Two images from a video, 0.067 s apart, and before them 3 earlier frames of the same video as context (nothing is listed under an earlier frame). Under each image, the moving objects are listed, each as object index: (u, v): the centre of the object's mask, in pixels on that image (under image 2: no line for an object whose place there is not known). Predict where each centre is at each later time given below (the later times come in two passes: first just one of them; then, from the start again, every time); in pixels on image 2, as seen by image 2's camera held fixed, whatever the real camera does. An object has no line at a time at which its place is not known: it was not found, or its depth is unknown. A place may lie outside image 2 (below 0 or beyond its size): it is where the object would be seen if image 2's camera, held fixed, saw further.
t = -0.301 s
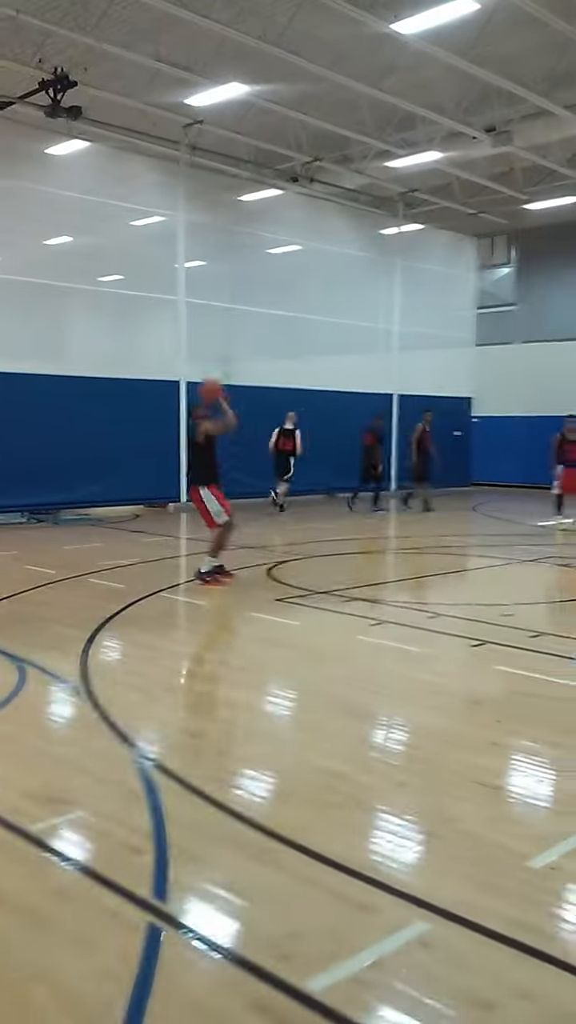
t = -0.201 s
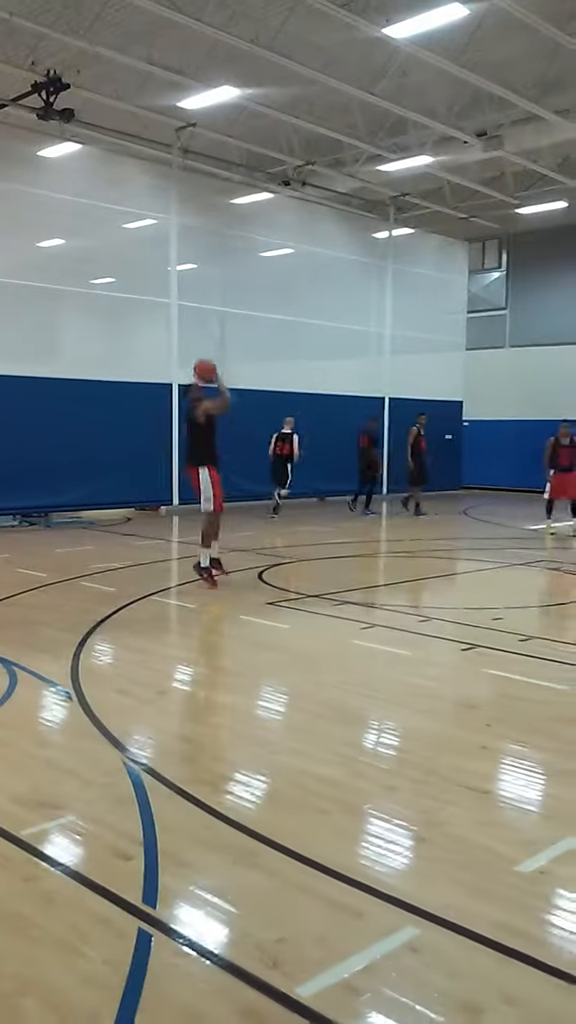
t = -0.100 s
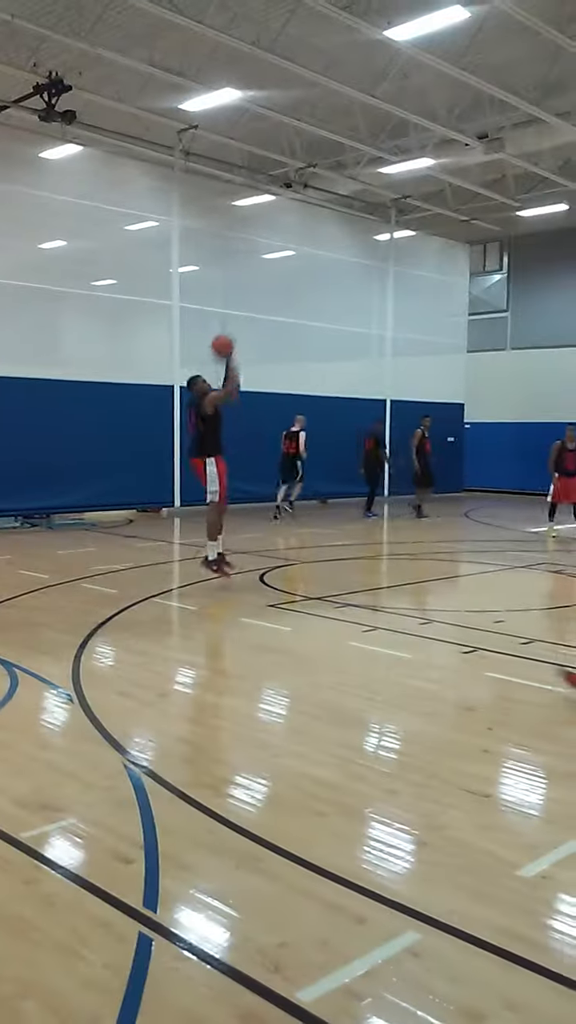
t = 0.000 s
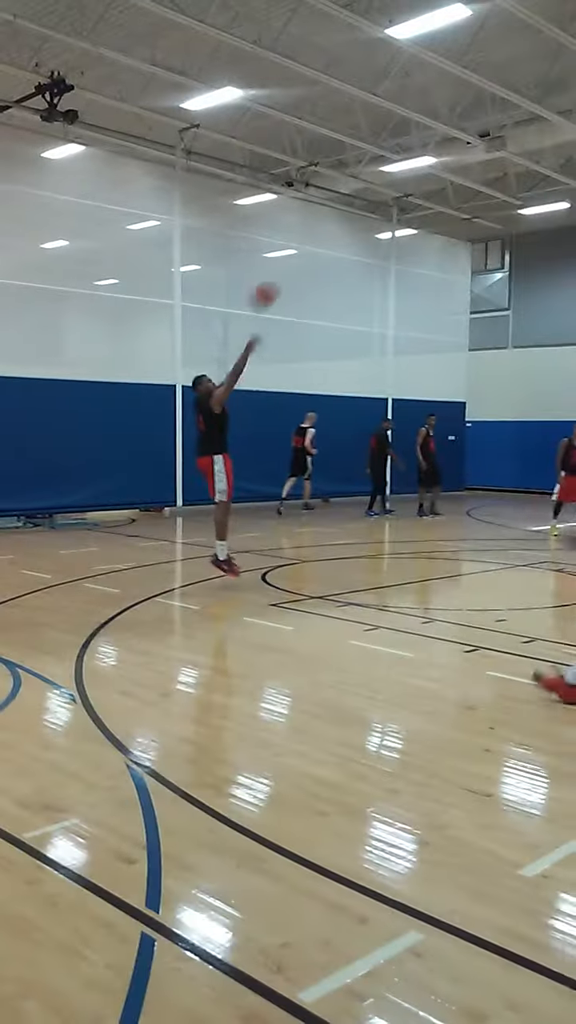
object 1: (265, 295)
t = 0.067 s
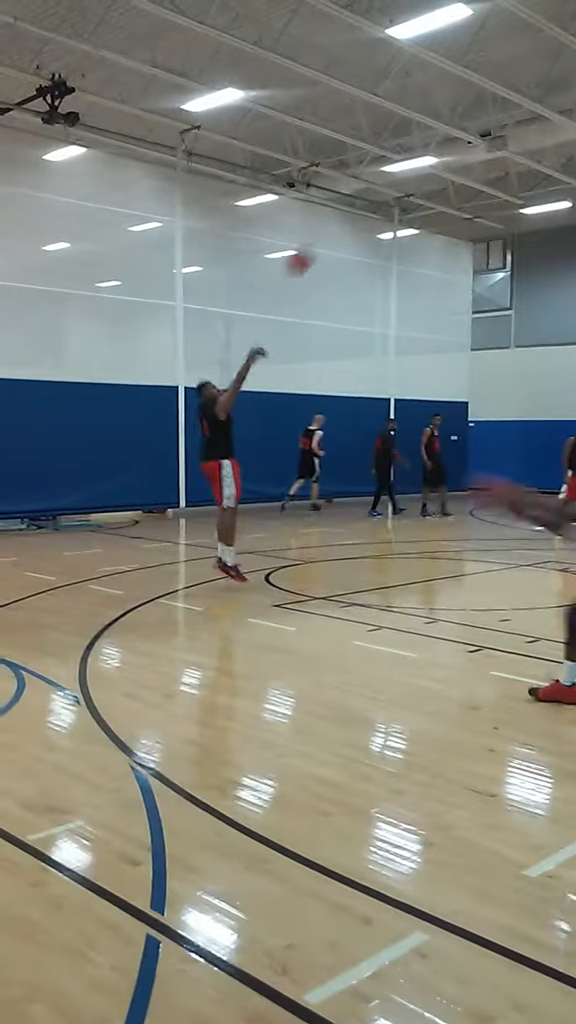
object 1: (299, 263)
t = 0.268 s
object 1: (405, 181)
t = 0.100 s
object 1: (318, 244)
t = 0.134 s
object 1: (332, 230)
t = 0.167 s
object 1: (353, 214)
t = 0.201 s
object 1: (368, 201)
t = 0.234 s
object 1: (387, 190)
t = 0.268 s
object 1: (405, 181)
